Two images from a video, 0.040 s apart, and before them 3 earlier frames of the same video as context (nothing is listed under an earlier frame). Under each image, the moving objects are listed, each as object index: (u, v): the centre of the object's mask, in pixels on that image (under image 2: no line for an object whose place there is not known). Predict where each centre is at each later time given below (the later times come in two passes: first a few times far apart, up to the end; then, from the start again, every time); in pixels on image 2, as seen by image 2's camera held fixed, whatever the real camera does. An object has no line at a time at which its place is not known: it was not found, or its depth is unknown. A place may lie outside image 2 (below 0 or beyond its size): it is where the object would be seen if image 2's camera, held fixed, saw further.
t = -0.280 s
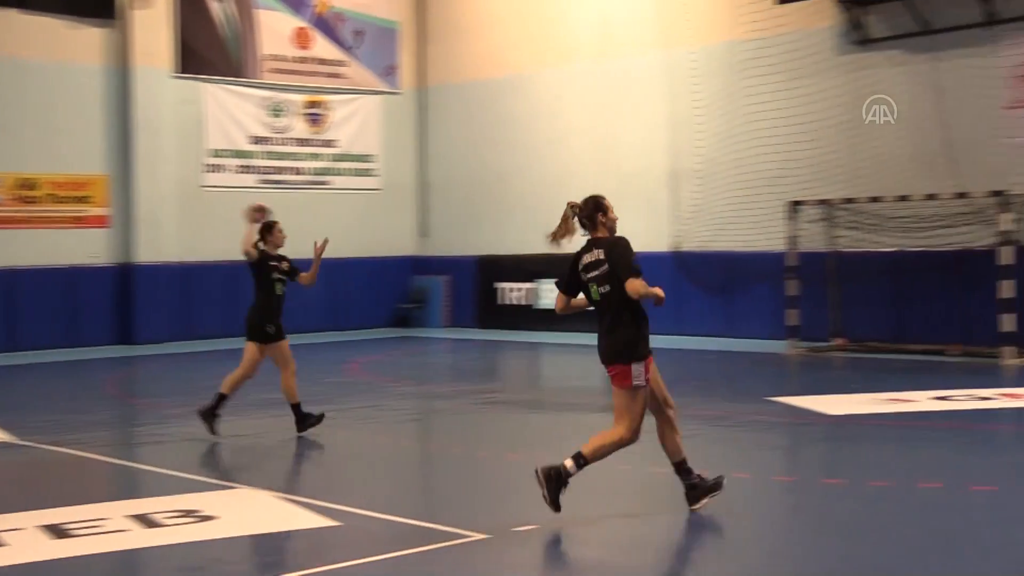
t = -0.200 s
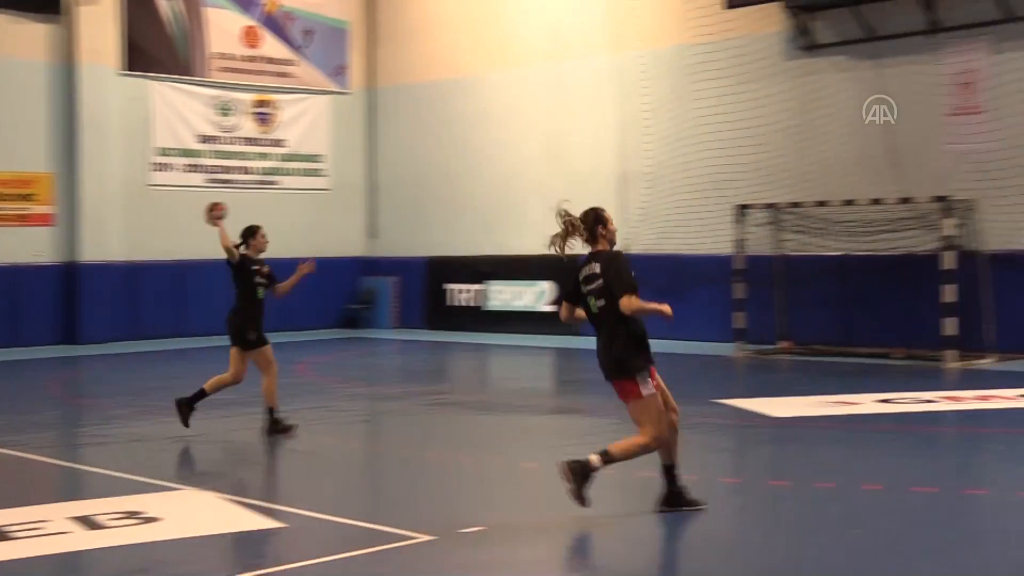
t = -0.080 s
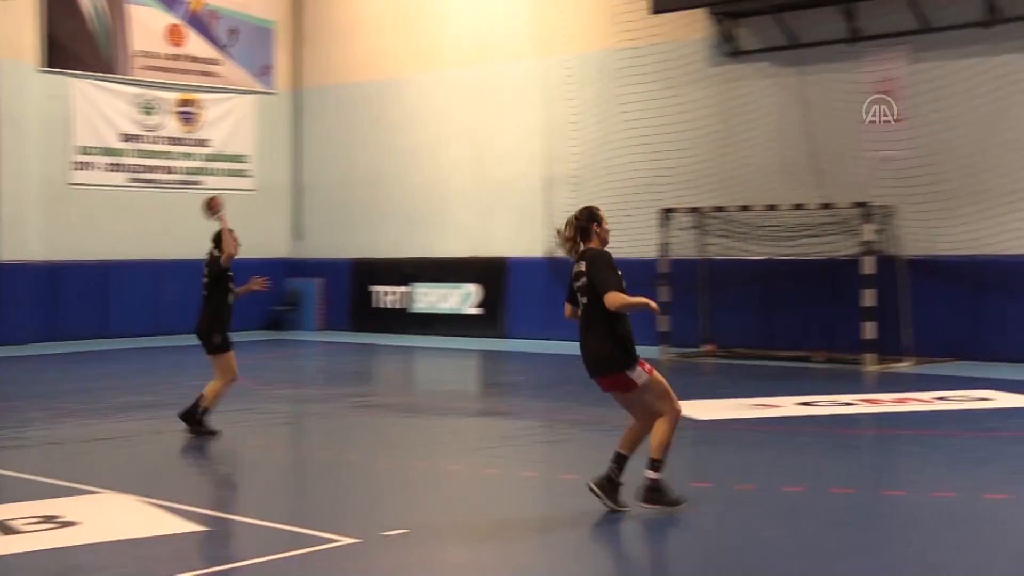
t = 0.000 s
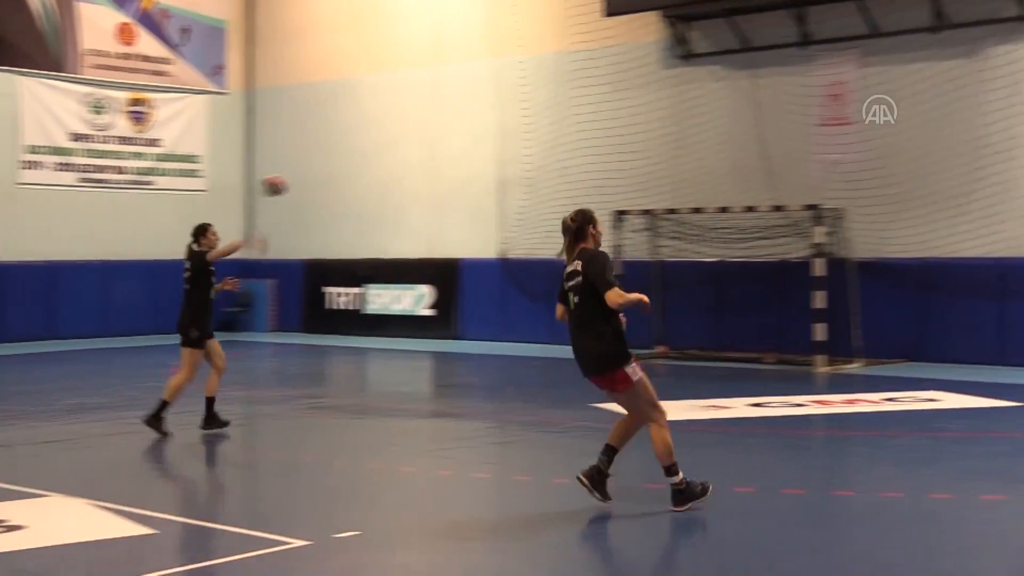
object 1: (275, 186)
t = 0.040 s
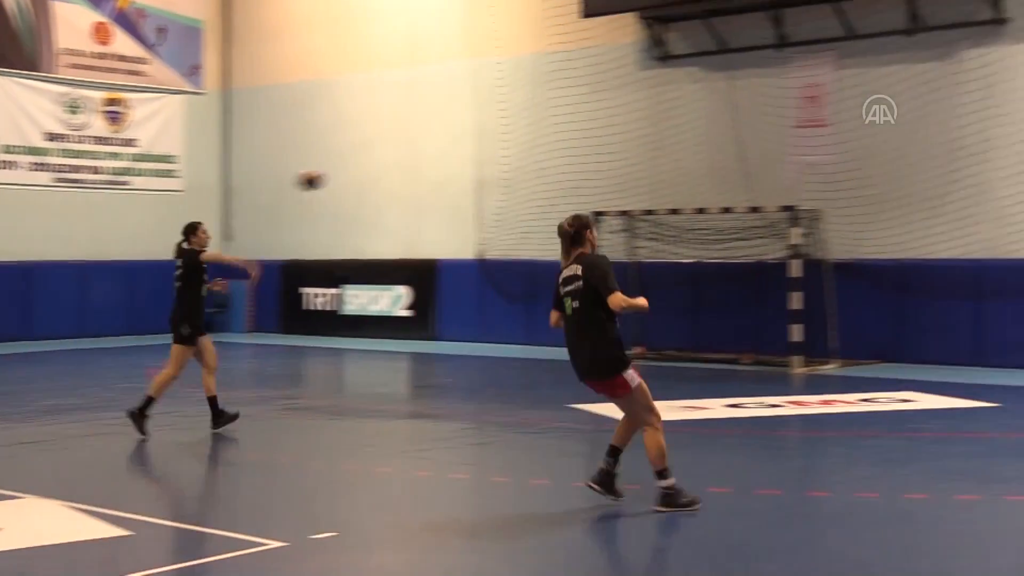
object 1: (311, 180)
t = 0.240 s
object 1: (618, 175)
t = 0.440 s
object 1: (952, 220)
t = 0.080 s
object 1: (370, 176)
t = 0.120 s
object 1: (430, 173)
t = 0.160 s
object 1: (490, 172)
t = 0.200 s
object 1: (553, 173)
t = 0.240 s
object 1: (618, 175)
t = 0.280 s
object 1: (682, 178)
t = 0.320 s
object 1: (748, 187)
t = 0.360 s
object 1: (817, 196)
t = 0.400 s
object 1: (884, 205)
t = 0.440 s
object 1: (952, 220)
